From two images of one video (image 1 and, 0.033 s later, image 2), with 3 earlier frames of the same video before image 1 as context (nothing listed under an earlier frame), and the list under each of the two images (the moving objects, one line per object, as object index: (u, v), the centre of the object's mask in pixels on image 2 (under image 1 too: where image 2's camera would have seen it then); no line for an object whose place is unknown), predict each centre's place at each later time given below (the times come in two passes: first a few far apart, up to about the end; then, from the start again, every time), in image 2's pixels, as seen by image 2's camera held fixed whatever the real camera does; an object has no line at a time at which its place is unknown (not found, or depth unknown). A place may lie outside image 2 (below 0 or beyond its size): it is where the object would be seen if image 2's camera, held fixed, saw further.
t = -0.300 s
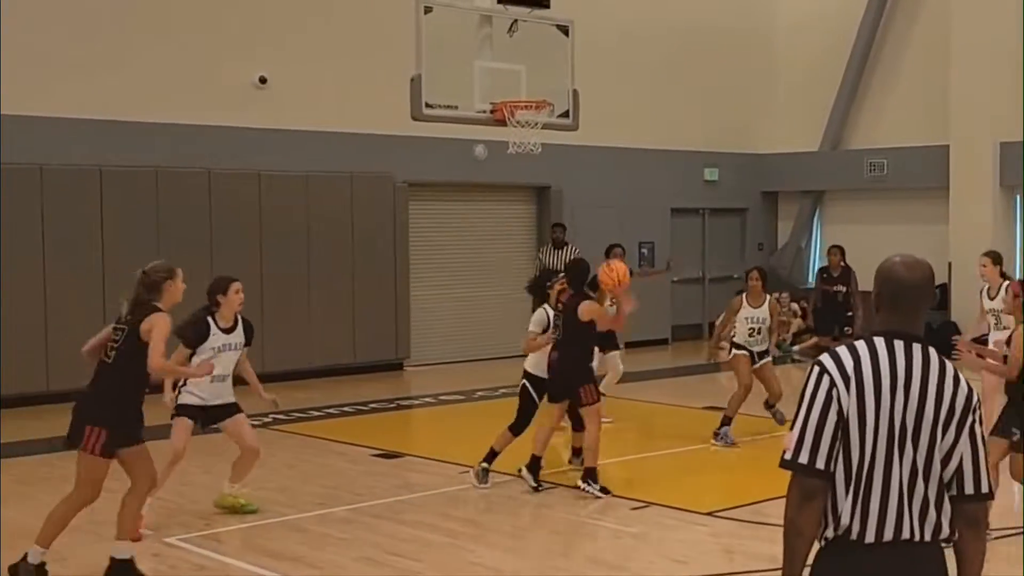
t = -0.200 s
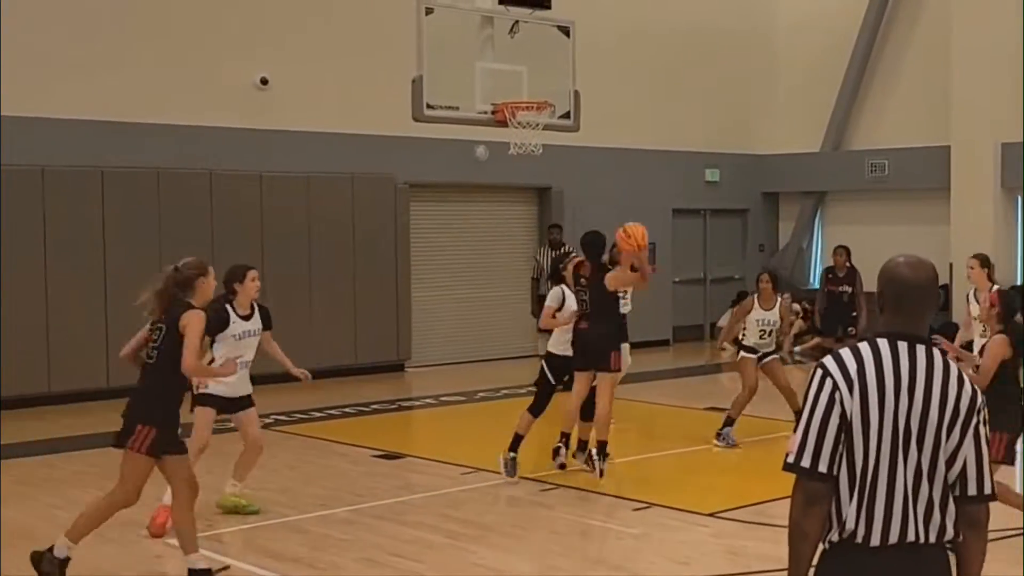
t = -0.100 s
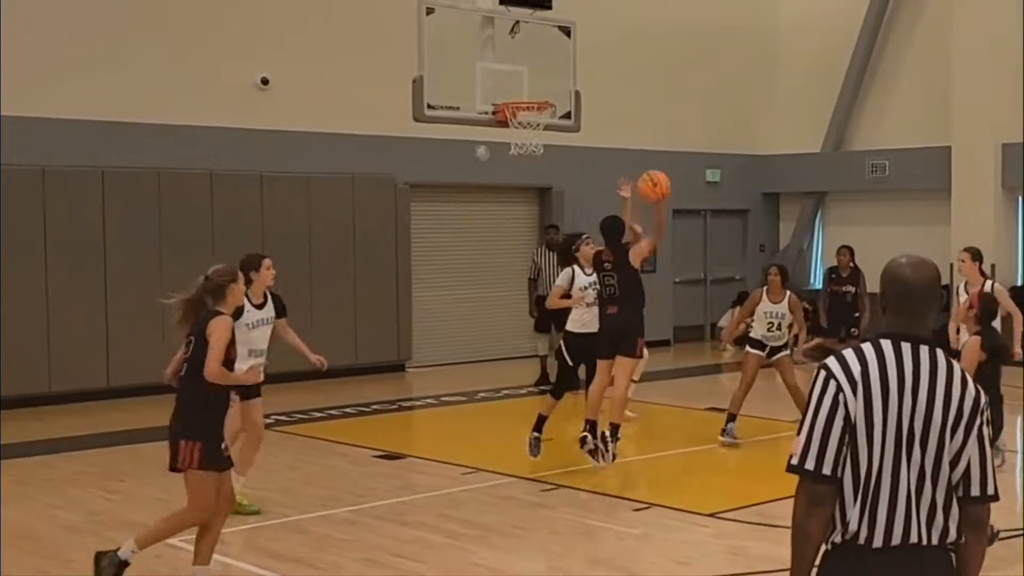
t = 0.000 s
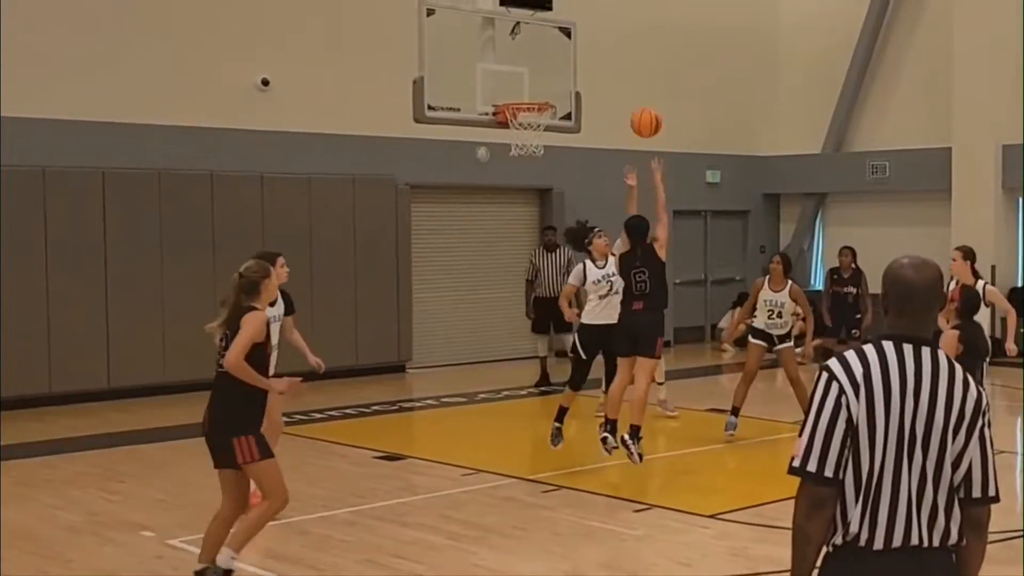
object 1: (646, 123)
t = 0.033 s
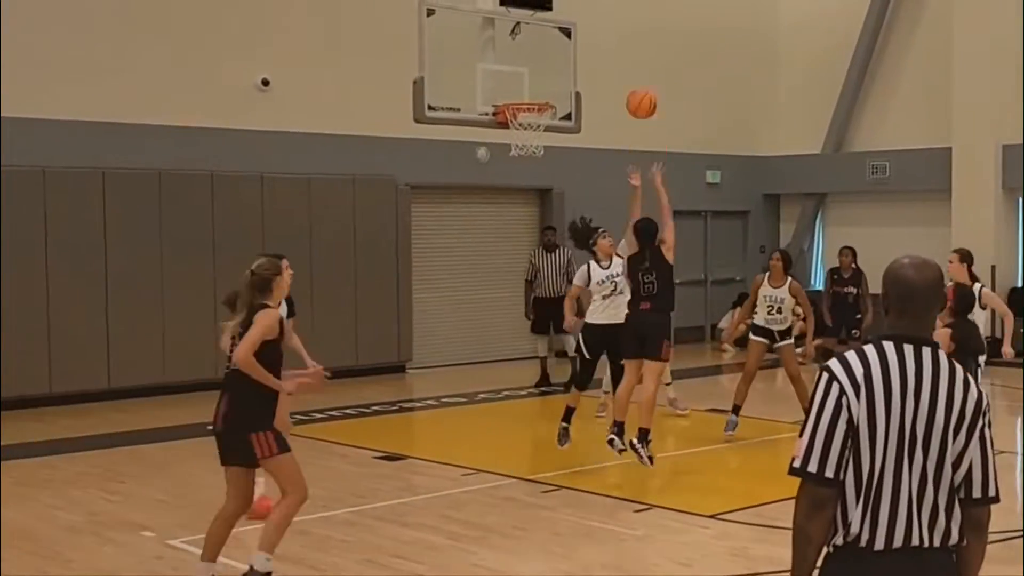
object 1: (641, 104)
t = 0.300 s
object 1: (608, 19)
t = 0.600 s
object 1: (580, 32)
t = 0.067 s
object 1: (637, 88)
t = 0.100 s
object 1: (633, 74)
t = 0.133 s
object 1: (628, 61)
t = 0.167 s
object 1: (624, 49)
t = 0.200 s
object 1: (620, 39)
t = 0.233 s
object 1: (616, 31)
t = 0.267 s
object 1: (612, 24)
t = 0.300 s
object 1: (608, 19)
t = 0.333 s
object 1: (605, 15)
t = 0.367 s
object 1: (602, 12)
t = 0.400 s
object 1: (599, 11)
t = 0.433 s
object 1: (595, 12)
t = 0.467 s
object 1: (592, 14)
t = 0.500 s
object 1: (589, 16)
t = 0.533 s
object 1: (586, 21)
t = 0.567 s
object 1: (583, 26)
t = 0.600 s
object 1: (580, 32)
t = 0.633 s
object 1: (577, 40)
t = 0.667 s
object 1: (574, 48)
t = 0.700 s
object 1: (572, 58)
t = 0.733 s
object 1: (569, 69)
